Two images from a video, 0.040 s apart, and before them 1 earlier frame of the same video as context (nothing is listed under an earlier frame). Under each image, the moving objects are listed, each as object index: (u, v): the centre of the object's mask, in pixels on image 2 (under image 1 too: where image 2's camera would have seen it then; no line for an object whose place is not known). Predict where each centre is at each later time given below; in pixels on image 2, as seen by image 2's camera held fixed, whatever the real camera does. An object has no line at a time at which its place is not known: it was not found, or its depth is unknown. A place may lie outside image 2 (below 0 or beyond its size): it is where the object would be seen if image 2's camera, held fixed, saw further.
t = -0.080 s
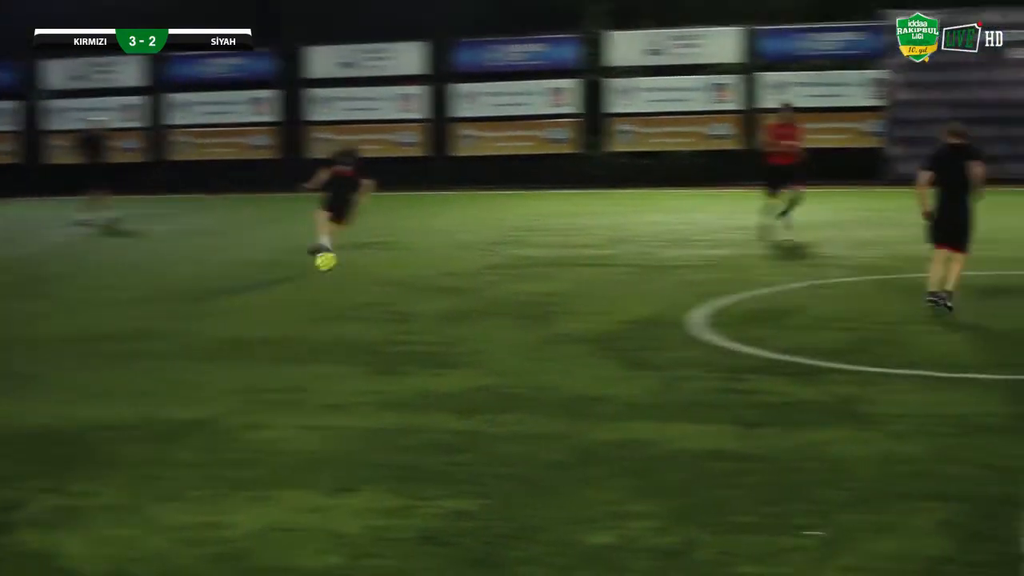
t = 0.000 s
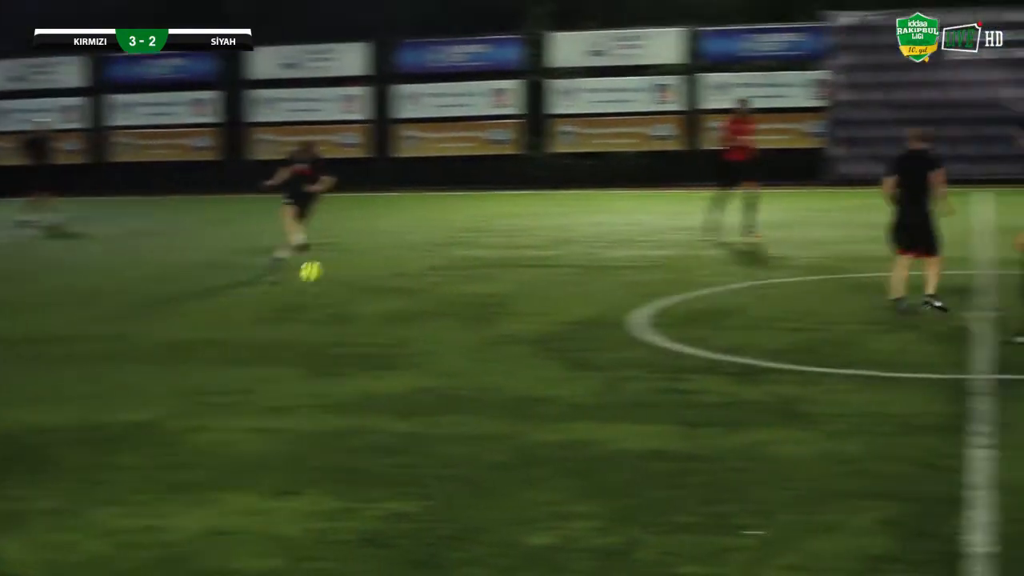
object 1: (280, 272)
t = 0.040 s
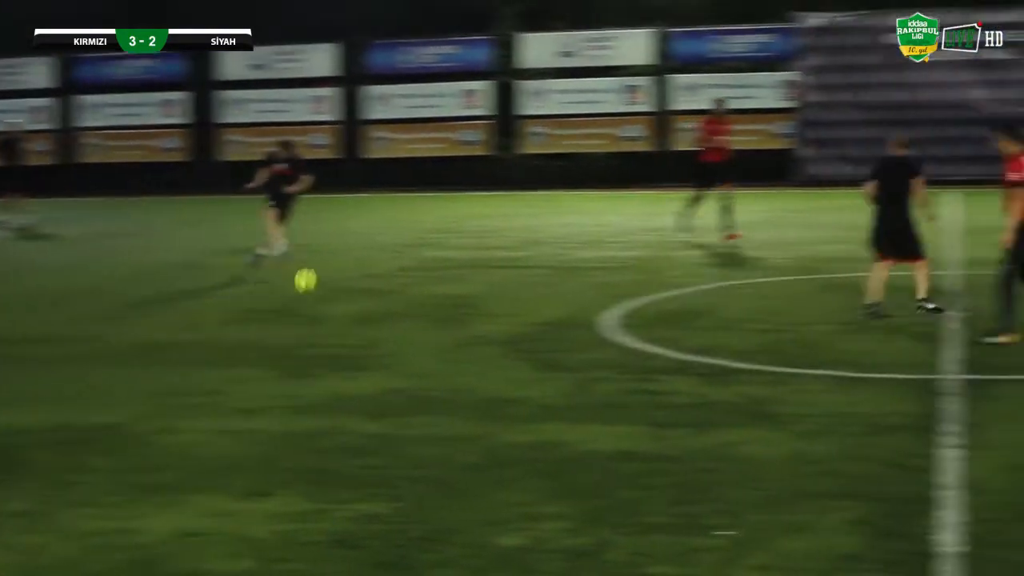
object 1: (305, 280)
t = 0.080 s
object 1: (331, 291)
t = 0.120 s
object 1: (358, 304)
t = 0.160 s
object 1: (388, 320)
